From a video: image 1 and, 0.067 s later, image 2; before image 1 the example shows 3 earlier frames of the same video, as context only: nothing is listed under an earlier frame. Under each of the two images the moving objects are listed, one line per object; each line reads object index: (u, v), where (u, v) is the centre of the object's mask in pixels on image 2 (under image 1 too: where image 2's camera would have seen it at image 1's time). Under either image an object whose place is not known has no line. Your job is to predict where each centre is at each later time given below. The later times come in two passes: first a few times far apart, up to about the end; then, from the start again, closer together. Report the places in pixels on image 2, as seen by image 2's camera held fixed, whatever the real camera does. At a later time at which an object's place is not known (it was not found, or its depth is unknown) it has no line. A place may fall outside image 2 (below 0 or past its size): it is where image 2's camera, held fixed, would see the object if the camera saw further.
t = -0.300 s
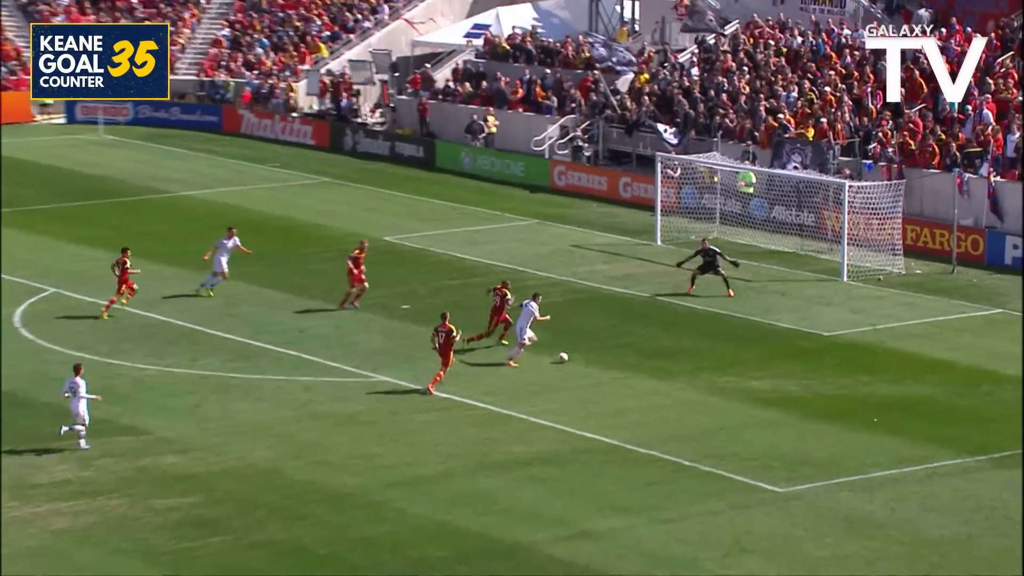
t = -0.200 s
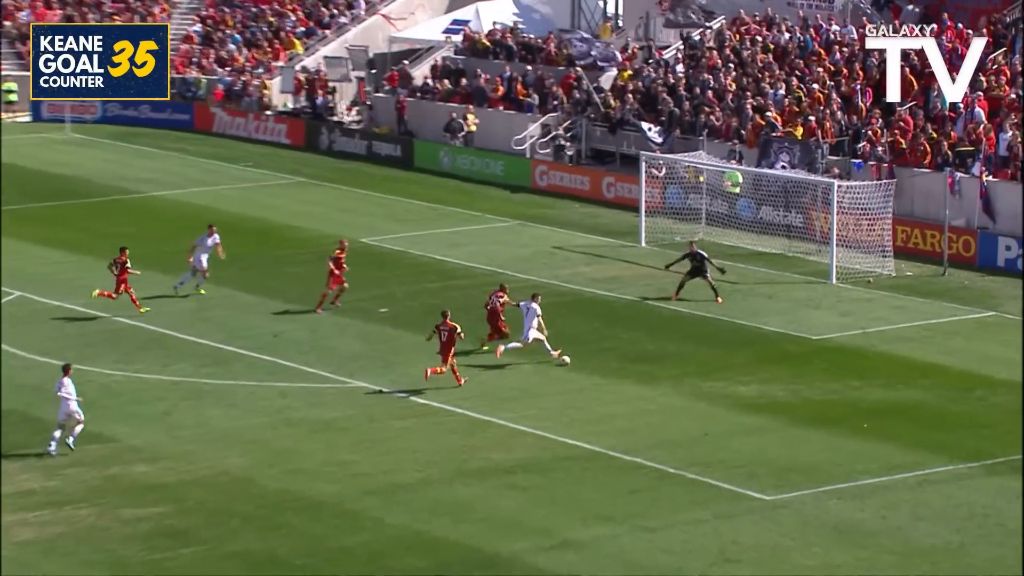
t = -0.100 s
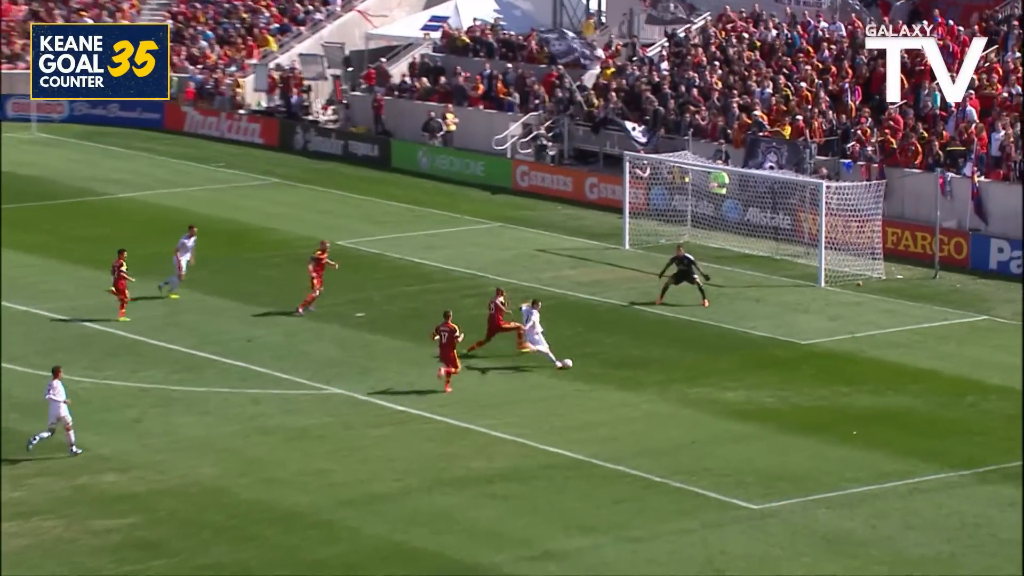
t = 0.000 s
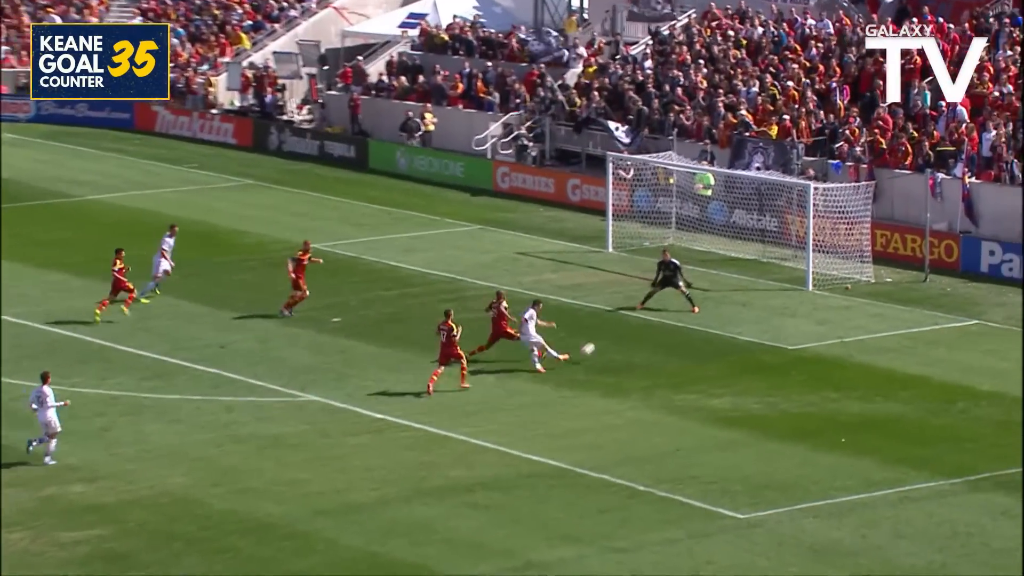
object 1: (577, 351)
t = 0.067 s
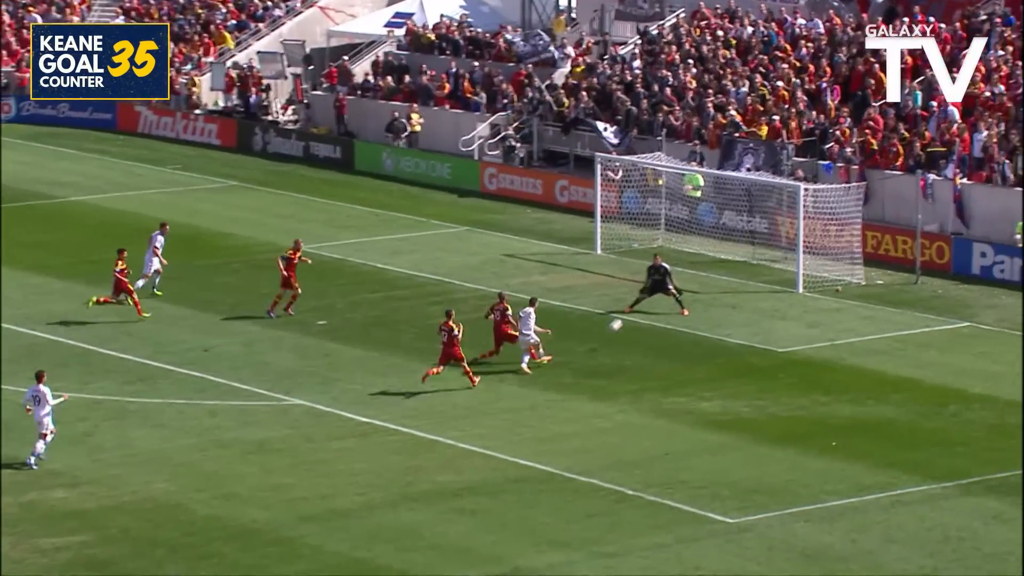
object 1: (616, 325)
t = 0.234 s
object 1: (710, 272)
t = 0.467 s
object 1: (823, 236)
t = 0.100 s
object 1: (635, 312)
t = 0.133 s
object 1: (655, 301)
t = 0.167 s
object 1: (672, 291)
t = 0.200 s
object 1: (691, 281)
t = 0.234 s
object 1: (710, 272)
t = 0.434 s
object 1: (808, 238)
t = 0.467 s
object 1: (823, 236)
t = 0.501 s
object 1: (838, 234)
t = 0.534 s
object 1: (848, 232)
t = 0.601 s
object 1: (854, 232)
